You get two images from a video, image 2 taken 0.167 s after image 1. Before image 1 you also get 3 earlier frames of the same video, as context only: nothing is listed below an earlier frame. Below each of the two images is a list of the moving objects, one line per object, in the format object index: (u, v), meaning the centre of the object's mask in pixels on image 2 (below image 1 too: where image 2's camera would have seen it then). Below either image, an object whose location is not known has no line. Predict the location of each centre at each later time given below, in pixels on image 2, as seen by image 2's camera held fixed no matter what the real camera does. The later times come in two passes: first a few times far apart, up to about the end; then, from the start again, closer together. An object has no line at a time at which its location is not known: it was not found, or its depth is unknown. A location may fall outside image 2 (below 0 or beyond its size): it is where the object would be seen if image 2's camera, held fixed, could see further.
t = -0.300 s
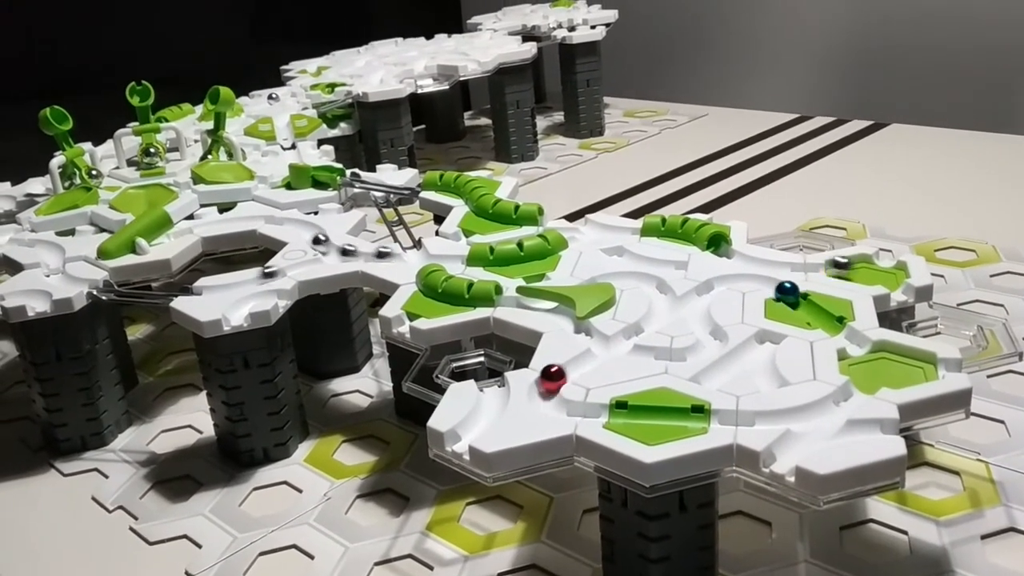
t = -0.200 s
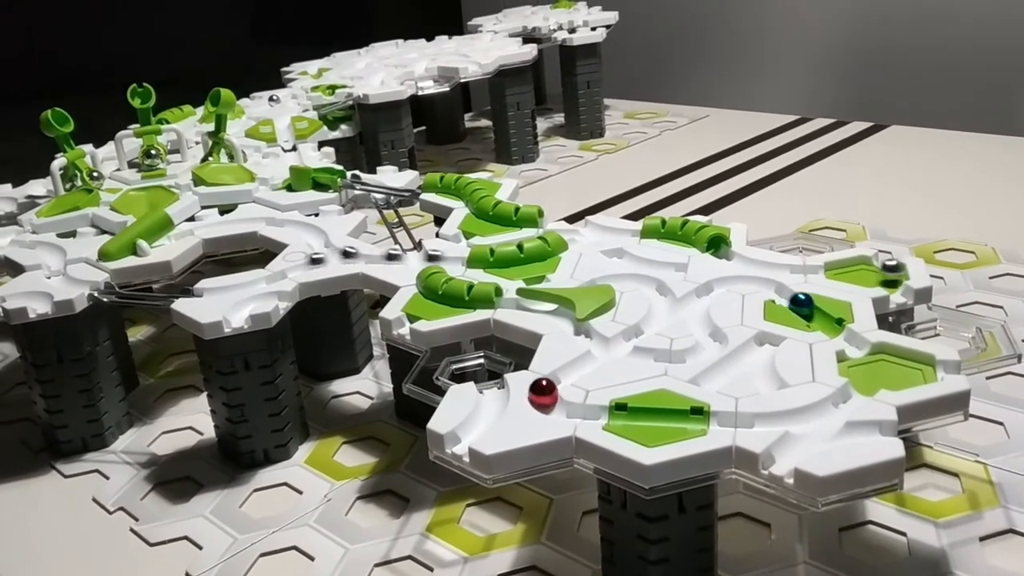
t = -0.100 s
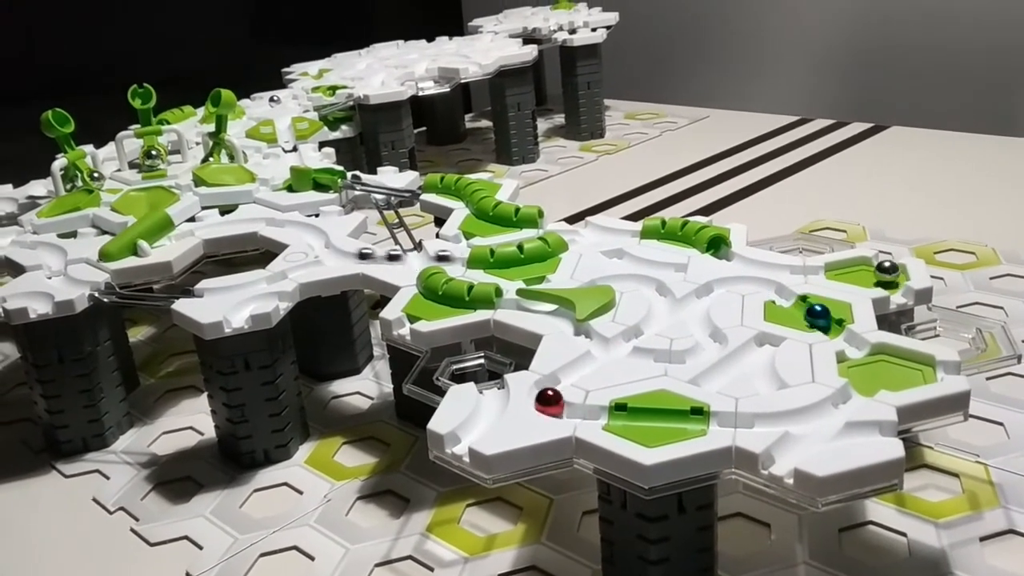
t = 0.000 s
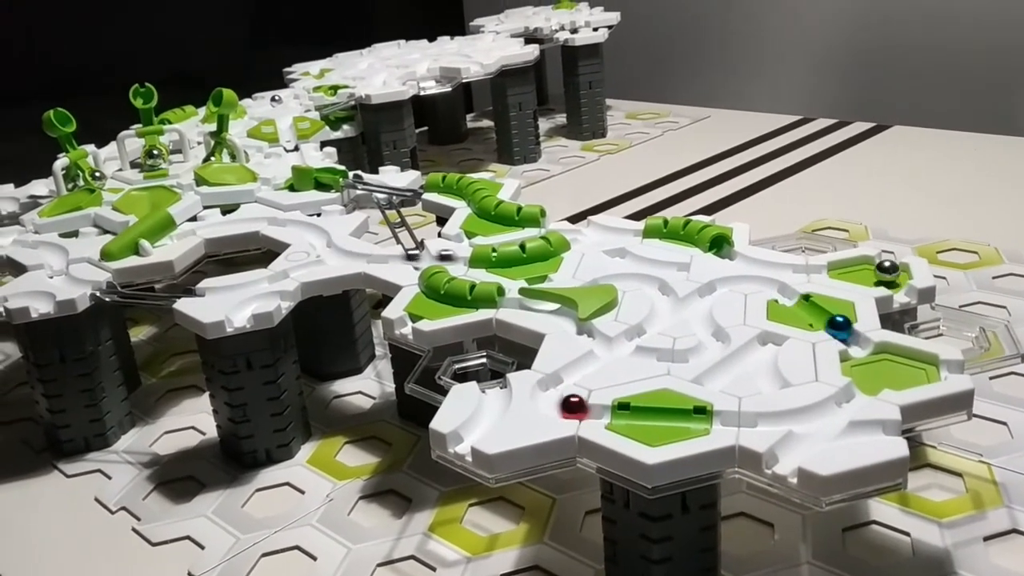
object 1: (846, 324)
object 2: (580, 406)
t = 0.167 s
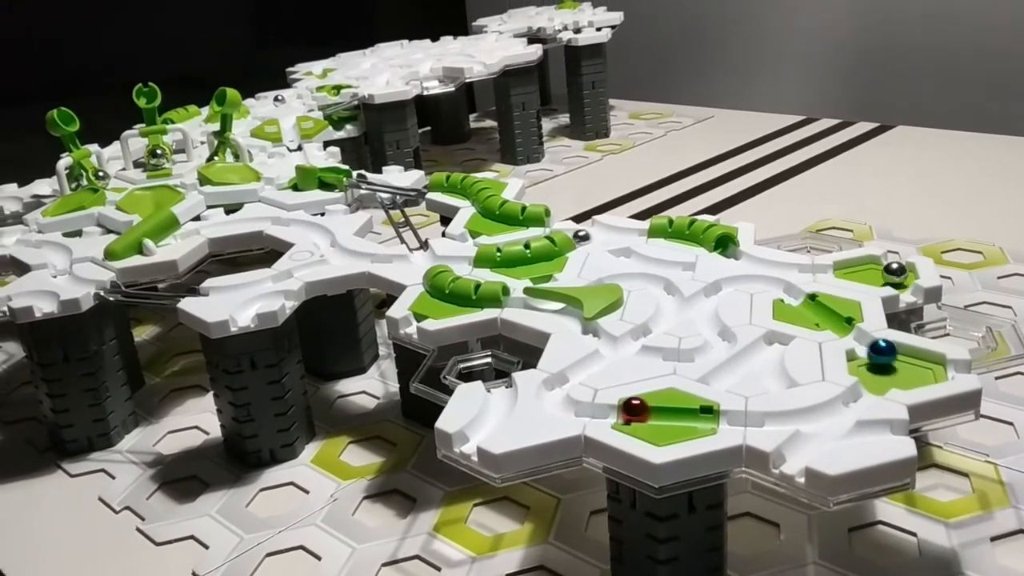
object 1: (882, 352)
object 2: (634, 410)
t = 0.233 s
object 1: (900, 363)
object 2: (658, 411)
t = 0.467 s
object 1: (916, 367)
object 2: (747, 416)
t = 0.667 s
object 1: (918, 358)
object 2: (829, 410)
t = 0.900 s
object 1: (926, 357)
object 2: (882, 377)
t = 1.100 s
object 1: (927, 357)
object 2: (902, 366)
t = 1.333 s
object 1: (918, 365)
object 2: (891, 375)
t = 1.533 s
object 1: (931, 371)
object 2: (899, 376)
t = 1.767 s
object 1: (932, 369)
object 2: (905, 377)
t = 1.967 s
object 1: (932, 368)
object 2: (906, 377)
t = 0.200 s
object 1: (890, 357)
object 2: (646, 410)
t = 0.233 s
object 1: (900, 363)
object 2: (658, 411)
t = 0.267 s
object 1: (911, 369)
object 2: (670, 412)
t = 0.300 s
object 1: (920, 374)
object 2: (683, 412)
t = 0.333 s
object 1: (922, 374)
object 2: (696, 414)
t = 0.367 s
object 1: (919, 373)
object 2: (708, 415)
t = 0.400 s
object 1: (918, 371)
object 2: (721, 414)
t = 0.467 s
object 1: (916, 367)
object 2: (747, 416)
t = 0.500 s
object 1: (915, 365)
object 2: (761, 416)
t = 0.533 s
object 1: (915, 364)
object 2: (775, 416)
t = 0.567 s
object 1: (915, 362)
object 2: (790, 415)
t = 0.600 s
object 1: (916, 360)
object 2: (804, 415)
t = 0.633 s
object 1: (917, 359)
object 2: (816, 414)
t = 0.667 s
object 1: (918, 358)
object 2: (829, 410)
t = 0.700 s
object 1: (920, 356)
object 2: (840, 407)
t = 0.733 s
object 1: (921, 355)
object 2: (850, 403)
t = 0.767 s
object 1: (922, 356)
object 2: (856, 398)
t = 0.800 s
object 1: (922, 356)
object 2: (863, 391)
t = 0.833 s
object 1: (924, 356)
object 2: (869, 387)
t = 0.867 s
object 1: (925, 356)
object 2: (874, 381)
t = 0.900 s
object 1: (926, 357)
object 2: (882, 377)
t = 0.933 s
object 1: (925, 358)
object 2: (890, 375)
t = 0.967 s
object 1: (926, 357)
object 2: (899, 370)
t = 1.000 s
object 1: (929, 356)
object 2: (903, 367)
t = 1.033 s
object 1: (930, 354)
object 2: (904, 366)
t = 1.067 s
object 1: (930, 355)
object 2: (905, 365)
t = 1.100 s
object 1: (927, 357)
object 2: (902, 366)
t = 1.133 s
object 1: (924, 358)
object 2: (899, 367)
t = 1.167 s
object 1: (922, 358)
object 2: (897, 368)
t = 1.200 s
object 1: (921, 360)
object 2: (895, 369)
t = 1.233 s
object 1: (919, 361)
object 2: (894, 370)
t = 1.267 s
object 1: (918, 362)
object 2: (893, 372)
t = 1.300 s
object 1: (917, 364)
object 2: (892, 374)
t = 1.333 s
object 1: (918, 365)
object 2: (891, 375)
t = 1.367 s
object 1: (918, 366)
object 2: (892, 376)
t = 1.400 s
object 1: (920, 367)
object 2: (893, 376)
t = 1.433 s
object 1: (923, 368)
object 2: (894, 376)
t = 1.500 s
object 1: (929, 370)
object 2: (896, 376)
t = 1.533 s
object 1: (931, 371)
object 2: (899, 376)
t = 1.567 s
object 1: (930, 370)
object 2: (900, 376)
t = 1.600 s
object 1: (930, 370)
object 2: (899, 377)
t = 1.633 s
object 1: (931, 370)
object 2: (900, 377)
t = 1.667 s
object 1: (931, 370)
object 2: (902, 377)
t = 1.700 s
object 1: (932, 370)
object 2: (903, 377)
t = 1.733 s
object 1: (932, 369)
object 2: (904, 377)
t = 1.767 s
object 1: (932, 369)
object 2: (905, 377)
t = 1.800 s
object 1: (932, 369)
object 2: (905, 377)
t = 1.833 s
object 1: (932, 369)
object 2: (905, 376)
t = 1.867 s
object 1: (932, 368)
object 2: (905, 376)
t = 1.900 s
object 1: (932, 368)
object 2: (906, 376)
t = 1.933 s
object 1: (933, 368)
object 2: (906, 377)
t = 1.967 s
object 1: (932, 368)
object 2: (906, 377)
